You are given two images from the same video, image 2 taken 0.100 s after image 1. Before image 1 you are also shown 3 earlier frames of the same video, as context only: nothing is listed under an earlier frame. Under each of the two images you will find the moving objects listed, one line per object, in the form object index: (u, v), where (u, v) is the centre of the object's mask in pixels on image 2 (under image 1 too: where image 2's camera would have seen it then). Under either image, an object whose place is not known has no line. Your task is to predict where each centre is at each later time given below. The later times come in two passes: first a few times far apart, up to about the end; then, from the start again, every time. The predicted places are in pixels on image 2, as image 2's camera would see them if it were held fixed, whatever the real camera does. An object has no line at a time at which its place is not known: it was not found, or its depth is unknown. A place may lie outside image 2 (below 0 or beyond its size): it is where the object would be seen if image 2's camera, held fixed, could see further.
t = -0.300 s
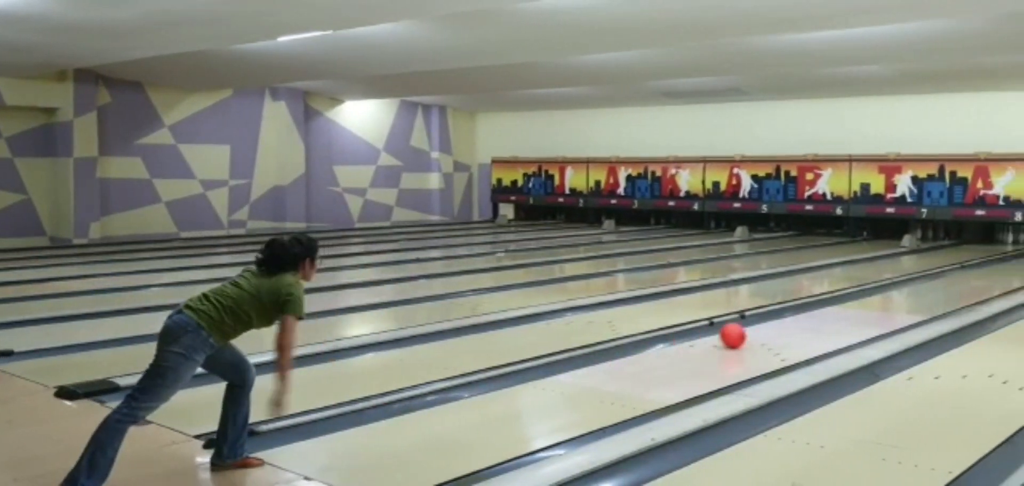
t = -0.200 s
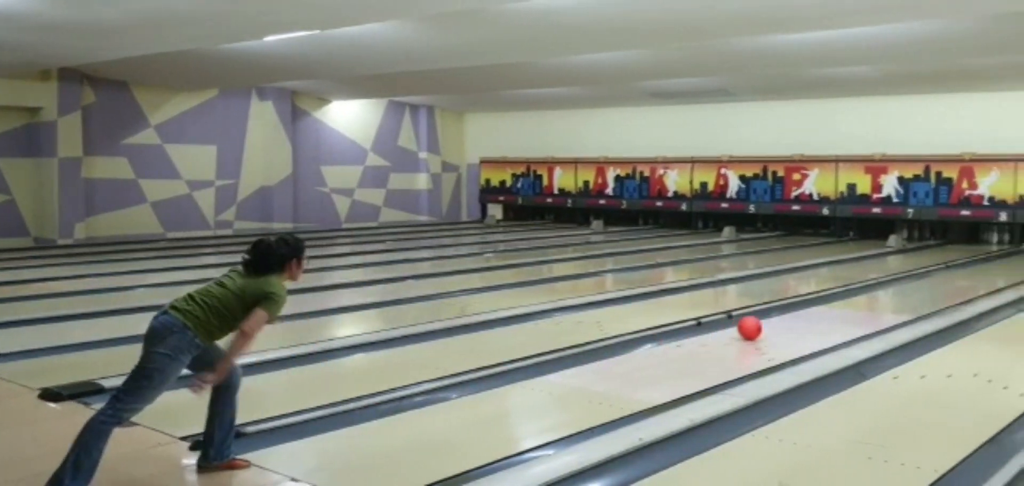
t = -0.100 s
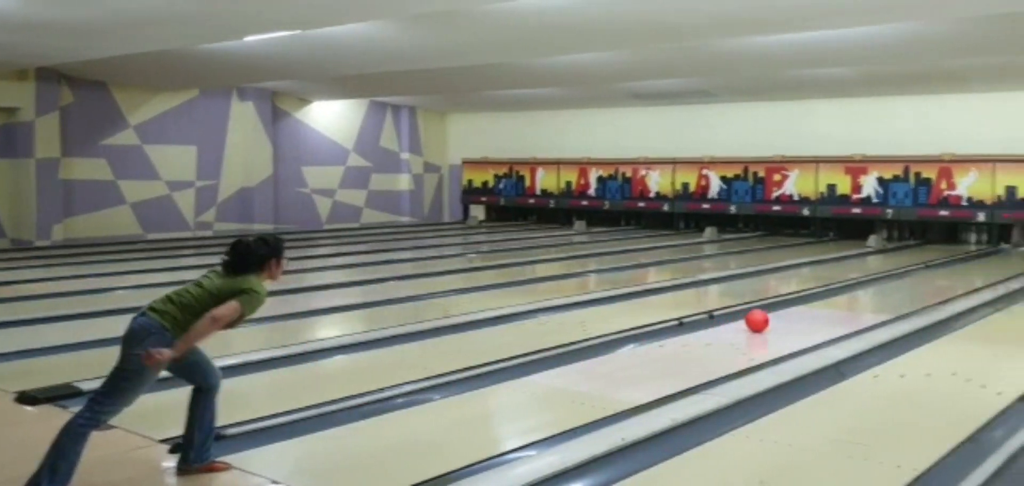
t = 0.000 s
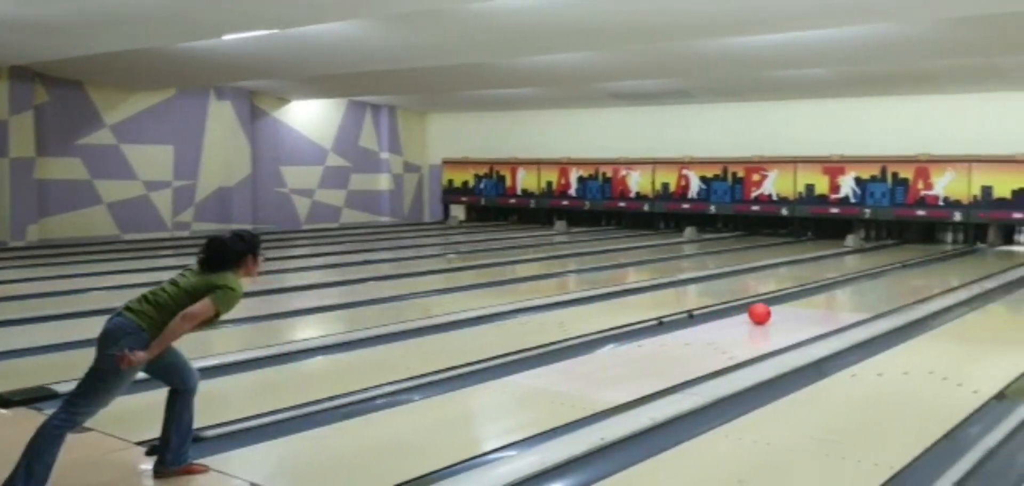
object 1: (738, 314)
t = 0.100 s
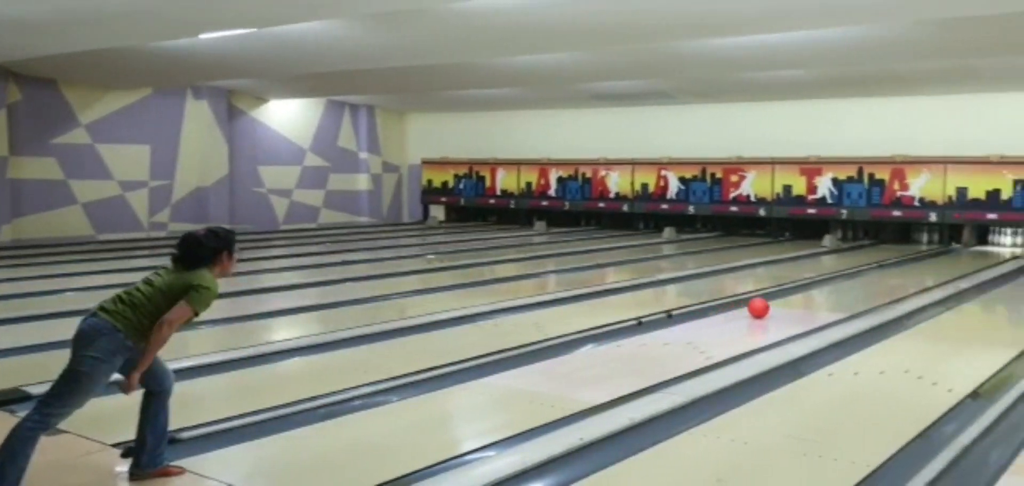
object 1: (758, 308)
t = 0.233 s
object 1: (783, 301)
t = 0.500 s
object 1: (825, 290)
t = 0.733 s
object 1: (854, 282)
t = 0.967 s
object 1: (878, 274)
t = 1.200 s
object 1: (899, 268)
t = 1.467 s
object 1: (919, 263)
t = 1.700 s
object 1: (934, 259)
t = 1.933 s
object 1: (947, 256)
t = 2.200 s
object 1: (961, 252)
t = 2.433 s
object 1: (974, 249)
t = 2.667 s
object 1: (983, 246)
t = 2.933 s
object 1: (993, 244)
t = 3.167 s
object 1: (1000, 242)
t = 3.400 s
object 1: (995, 241)
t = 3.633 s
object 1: (992, 240)
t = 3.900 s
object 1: (989, 239)
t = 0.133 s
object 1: (765, 306)
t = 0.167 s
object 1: (771, 305)
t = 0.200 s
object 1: (777, 303)
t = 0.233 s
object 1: (783, 301)
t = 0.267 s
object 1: (789, 299)
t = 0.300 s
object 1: (795, 298)
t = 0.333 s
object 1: (800, 296)
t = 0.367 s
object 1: (805, 295)
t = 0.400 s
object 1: (810, 294)
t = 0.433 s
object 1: (816, 292)
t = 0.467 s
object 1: (821, 291)
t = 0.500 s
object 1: (825, 290)
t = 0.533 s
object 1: (829, 288)
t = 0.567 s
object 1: (834, 287)
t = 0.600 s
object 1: (838, 286)
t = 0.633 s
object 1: (843, 285)
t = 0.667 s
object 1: (846, 284)
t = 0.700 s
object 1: (850, 283)
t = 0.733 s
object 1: (854, 282)
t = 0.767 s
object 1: (858, 281)
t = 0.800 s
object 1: (862, 280)
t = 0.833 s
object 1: (865, 279)
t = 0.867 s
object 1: (869, 277)
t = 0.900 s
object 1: (872, 276)
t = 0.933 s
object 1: (875, 276)
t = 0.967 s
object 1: (878, 274)
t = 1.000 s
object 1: (881, 274)
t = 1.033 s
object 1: (885, 273)
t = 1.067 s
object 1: (888, 272)
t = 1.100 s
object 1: (891, 271)
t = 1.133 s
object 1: (894, 270)
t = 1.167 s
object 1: (896, 269)
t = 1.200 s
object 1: (899, 268)
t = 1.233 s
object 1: (902, 268)
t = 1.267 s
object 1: (905, 268)
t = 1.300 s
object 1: (907, 267)
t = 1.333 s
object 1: (910, 266)
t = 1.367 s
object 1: (913, 265)
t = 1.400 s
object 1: (915, 264)
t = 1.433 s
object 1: (917, 264)
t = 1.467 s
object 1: (919, 263)
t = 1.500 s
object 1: (921, 262)
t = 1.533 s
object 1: (923, 262)
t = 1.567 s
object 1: (926, 261)
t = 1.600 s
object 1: (928, 261)
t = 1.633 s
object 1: (930, 260)
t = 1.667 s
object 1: (932, 260)
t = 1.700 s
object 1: (934, 259)
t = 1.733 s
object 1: (936, 258)
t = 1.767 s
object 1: (938, 258)
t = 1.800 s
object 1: (940, 257)
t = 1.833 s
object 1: (942, 257)
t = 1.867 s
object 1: (944, 257)
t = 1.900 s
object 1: (946, 256)
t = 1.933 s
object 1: (947, 256)
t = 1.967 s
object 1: (949, 255)
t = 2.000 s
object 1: (952, 255)
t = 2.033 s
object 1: (953, 254)
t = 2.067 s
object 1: (955, 254)
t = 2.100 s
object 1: (956, 253)
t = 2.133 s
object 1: (958, 252)
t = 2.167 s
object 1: (960, 252)
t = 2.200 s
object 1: (961, 252)
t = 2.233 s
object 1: (964, 251)
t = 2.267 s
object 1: (965, 251)
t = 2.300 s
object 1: (966, 250)
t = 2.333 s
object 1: (968, 250)
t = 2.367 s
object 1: (970, 250)
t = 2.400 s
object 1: (972, 249)
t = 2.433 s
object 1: (974, 249)
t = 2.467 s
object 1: (975, 249)
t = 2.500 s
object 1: (977, 249)
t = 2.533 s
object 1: (979, 248)
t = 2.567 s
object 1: (980, 248)
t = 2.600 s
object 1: (981, 247)
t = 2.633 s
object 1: (982, 247)
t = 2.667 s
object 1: (983, 246)
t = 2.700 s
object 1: (985, 246)
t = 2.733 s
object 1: (987, 246)
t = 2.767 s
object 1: (988, 245)
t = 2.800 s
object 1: (989, 245)
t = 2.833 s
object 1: (990, 245)
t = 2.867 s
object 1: (992, 244)
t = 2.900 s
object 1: (993, 244)
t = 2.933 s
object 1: (993, 244)
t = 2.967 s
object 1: (994, 244)
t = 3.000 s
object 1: (995, 243)
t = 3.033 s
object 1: (997, 242)
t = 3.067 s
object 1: (998, 242)
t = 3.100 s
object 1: (1000, 241)
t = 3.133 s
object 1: (1000, 241)
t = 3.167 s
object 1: (1000, 242)
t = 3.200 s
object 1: (999, 241)
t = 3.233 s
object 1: (998, 241)
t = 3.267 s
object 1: (997, 241)
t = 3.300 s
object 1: (996, 241)
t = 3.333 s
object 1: (996, 241)
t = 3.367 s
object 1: (996, 241)
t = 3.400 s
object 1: (995, 241)
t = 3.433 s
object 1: (994, 241)
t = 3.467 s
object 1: (994, 241)
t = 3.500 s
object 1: (994, 240)
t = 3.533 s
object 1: (994, 241)
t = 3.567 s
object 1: (993, 240)
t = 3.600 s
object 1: (992, 240)
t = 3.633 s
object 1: (992, 240)
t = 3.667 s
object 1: (992, 240)
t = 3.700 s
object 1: (991, 240)
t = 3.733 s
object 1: (990, 240)
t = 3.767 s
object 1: (990, 240)
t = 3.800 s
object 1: (989, 239)
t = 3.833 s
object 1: (989, 239)
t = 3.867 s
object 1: (989, 239)
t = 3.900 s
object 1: (989, 239)
